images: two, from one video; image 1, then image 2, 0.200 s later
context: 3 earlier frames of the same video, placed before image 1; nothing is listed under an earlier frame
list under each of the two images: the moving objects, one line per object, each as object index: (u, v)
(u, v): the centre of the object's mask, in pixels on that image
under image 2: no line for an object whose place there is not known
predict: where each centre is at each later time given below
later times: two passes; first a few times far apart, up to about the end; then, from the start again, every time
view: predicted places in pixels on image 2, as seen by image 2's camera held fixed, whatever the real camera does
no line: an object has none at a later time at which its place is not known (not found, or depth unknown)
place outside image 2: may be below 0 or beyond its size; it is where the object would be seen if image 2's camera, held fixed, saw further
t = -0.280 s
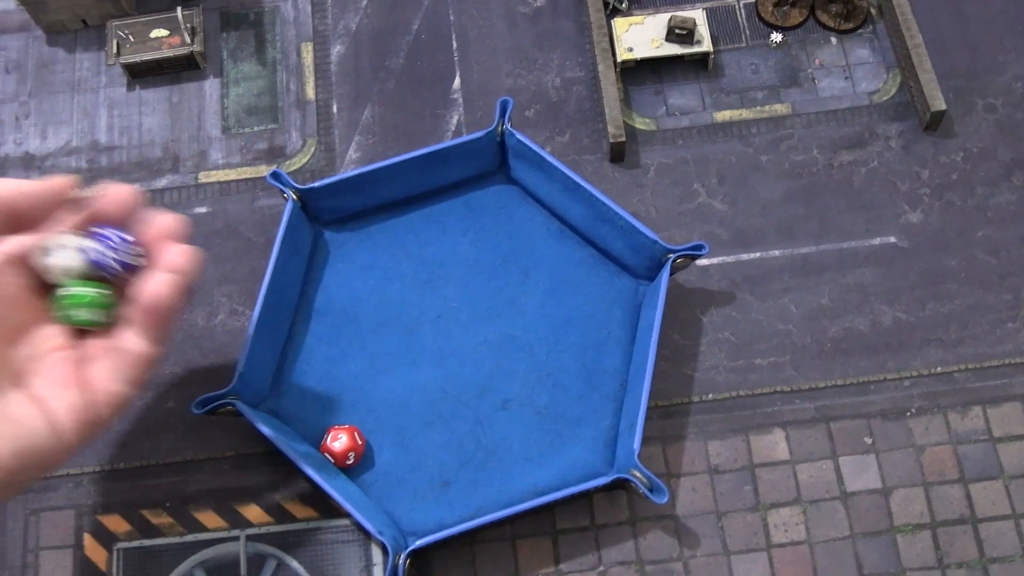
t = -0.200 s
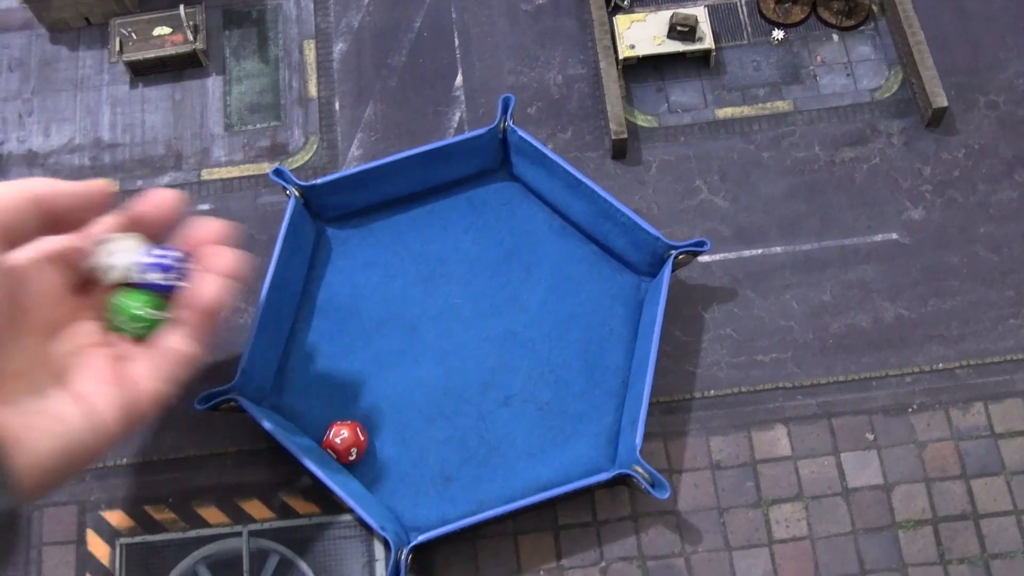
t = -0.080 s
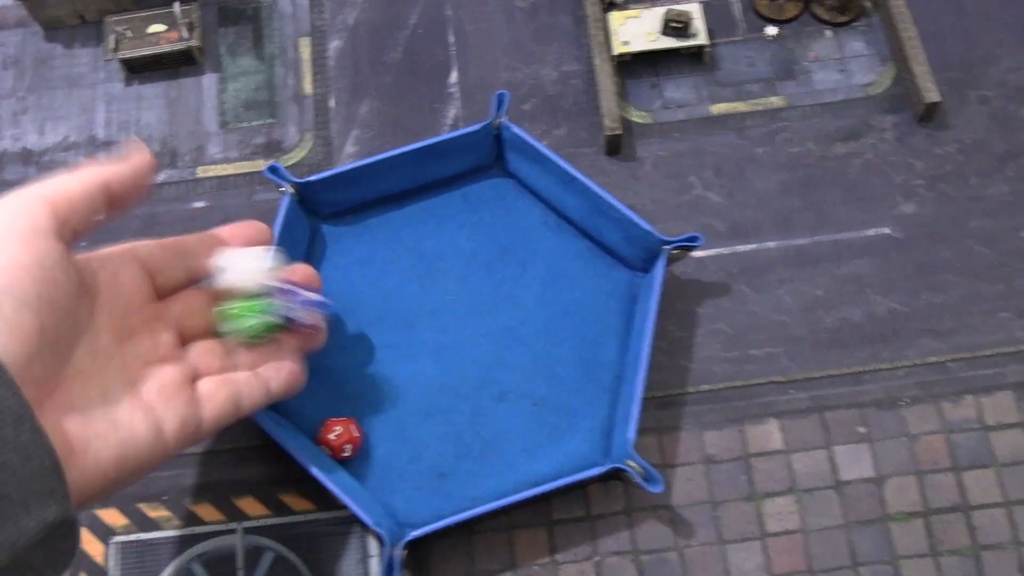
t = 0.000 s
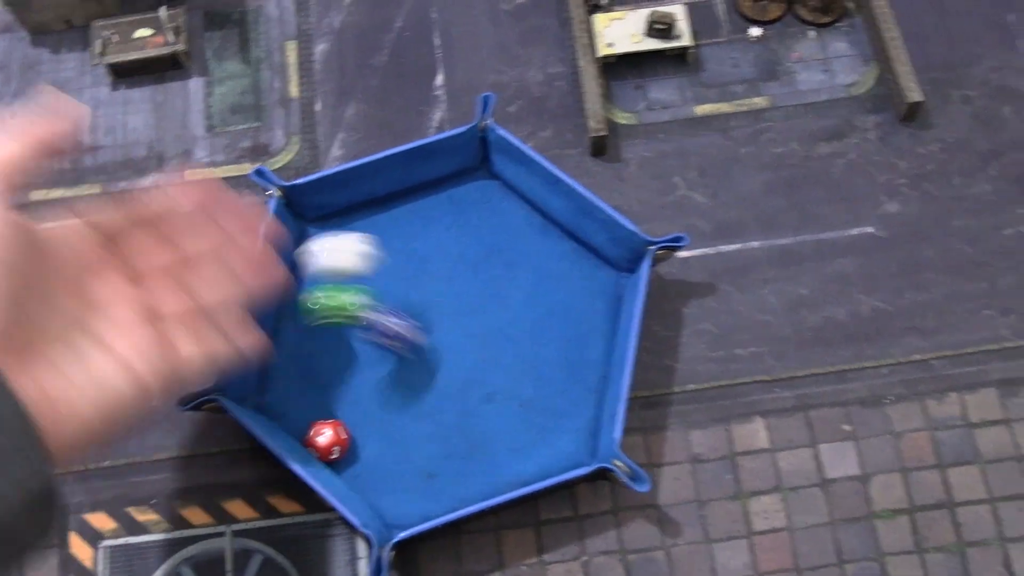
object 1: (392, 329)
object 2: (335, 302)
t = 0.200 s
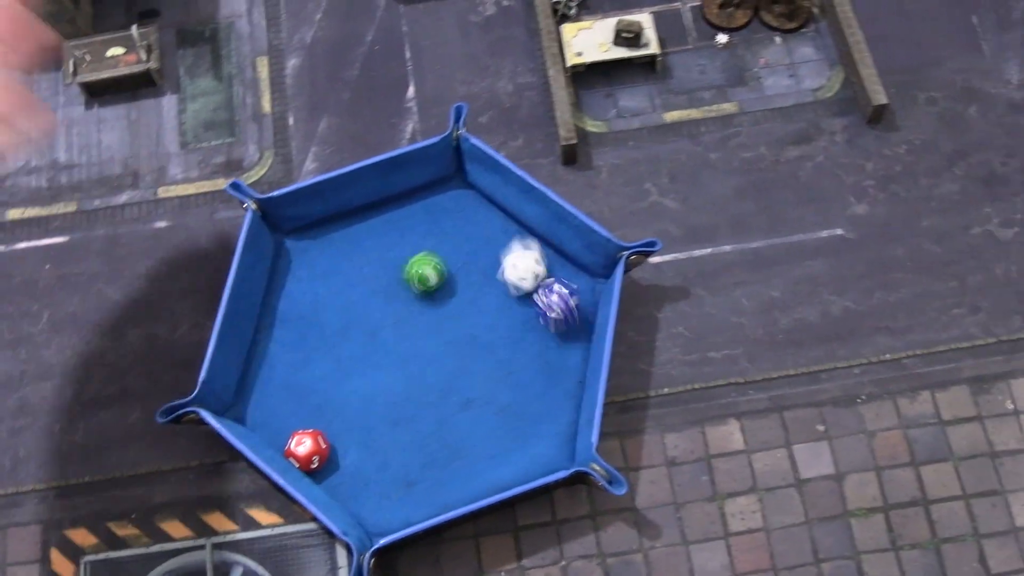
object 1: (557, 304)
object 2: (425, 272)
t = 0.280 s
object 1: (569, 344)
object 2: (451, 256)
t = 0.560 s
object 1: (559, 361)
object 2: (480, 246)
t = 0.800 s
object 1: (558, 359)
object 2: (480, 247)
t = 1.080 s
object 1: (560, 361)
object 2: (482, 249)
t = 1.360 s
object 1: (558, 361)
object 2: (480, 249)
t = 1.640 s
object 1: (558, 361)
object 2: (480, 249)
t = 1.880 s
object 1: (560, 360)
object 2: (481, 247)
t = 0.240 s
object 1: (569, 332)
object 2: (439, 263)
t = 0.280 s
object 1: (569, 344)
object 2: (451, 256)
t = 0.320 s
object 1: (563, 357)
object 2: (464, 250)
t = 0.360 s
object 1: (561, 363)
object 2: (475, 243)
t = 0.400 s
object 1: (561, 362)
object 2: (481, 239)
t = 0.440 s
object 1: (561, 359)
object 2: (483, 240)
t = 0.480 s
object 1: (560, 359)
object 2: (481, 246)
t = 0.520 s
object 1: (559, 361)
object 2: (480, 247)
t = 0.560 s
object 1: (559, 361)
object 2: (480, 246)
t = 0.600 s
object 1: (559, 360)
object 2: (480, 248)
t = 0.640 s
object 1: (559, 360)
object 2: (480, 248)
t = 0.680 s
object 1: (558, 360)
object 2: (480, 248)
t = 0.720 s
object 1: (558, 360)
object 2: (480, 248)
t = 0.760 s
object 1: (558, 360)
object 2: (480, 247)
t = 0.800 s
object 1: (558, 359)
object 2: (480, 247)
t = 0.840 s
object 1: (559, 360)
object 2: (480, 247)
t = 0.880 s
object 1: (559, 359)
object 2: (480, 247)
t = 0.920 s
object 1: (559, 360)
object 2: (481, 248)
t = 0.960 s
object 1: (560, 361)
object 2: (481, 248)
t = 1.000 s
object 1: (560, 361)
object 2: (481, 248)
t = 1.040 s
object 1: (560, 361)
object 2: (482, 249)
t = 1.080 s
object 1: (560, 361)
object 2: (482, 249)
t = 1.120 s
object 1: (560, 361)
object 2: (481, 249)
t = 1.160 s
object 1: (559, 362)
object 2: (481, 249)
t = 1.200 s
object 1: (559, 362)
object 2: (480, 250)
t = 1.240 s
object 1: (559, 361)
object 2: (480, 249)
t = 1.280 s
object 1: (558, 361)
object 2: (480, 249)
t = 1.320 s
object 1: (558, 361)
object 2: (480, 249)
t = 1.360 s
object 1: (558, 361)
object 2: (480, 249)
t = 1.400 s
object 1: (558, 361)
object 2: (479, 248)
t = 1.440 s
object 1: (558, 361)
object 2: (479, 249)
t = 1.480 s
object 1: (558, 361)
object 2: (479, 249)
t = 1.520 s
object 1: (558, 361)
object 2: (479, 249)
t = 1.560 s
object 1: (558, 362)
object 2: (479, 249)
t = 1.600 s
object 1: (558, 361)
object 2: (479, 249)
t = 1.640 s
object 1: (558, 361)
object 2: (480, 249)
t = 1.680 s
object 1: (559, 361)
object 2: (480, 249)
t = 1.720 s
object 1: (560, 361)
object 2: (481, 249)
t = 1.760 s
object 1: (560, 360)
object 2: (482, 248)
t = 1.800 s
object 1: (560, 360)
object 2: (481, 248)
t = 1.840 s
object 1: (560, 360)
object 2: (482, 247)
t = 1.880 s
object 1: (560, 360)
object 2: (481, 247)
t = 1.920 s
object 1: (559, 360)
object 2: (480, 247)
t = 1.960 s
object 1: (557, 359)
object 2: (478, 247)
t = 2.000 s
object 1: (555, 359)
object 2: (477, 246)
